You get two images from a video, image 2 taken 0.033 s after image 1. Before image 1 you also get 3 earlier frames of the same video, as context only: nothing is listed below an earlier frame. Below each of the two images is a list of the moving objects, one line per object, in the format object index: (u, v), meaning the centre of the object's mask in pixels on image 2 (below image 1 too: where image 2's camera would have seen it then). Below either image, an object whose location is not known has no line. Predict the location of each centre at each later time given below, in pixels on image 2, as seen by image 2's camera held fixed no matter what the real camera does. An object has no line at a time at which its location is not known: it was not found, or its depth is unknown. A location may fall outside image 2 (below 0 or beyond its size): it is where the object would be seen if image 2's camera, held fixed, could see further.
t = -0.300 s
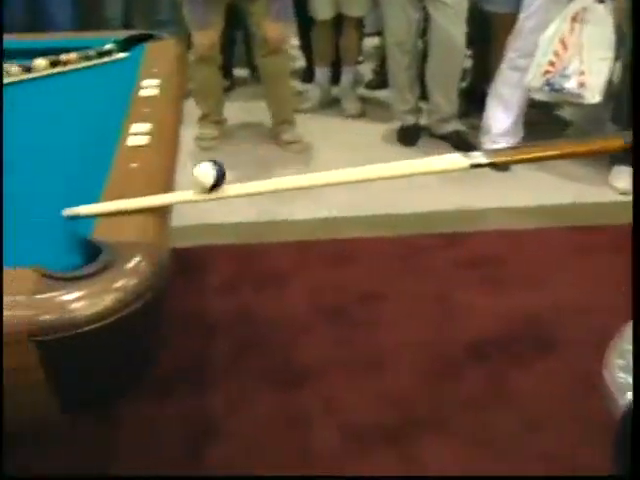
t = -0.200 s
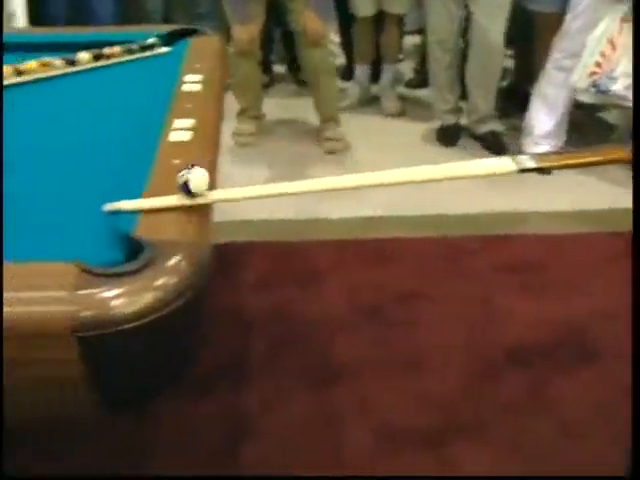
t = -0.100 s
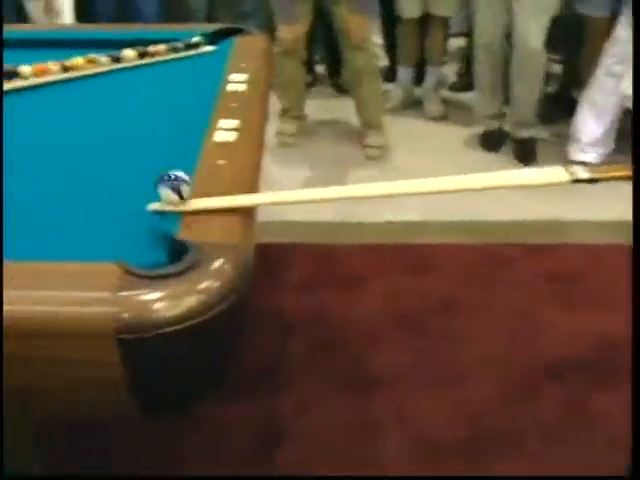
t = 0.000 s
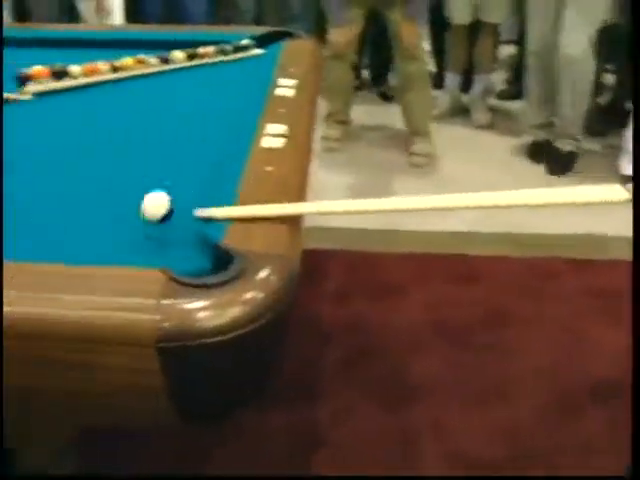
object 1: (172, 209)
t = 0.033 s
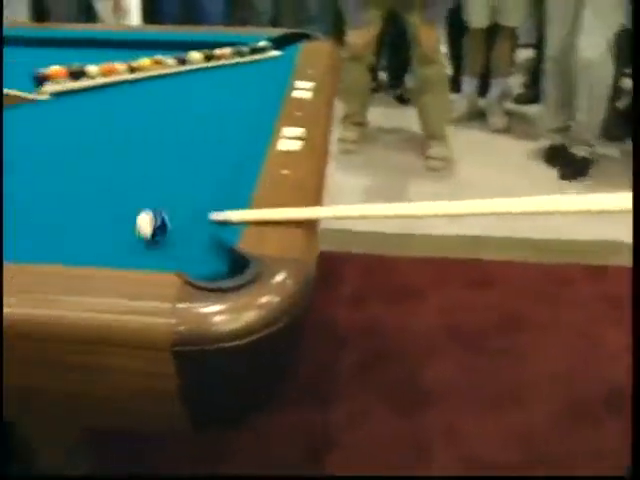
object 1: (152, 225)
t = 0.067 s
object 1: (130, 217)
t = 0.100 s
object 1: (109, 216)
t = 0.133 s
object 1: (89, 220)
